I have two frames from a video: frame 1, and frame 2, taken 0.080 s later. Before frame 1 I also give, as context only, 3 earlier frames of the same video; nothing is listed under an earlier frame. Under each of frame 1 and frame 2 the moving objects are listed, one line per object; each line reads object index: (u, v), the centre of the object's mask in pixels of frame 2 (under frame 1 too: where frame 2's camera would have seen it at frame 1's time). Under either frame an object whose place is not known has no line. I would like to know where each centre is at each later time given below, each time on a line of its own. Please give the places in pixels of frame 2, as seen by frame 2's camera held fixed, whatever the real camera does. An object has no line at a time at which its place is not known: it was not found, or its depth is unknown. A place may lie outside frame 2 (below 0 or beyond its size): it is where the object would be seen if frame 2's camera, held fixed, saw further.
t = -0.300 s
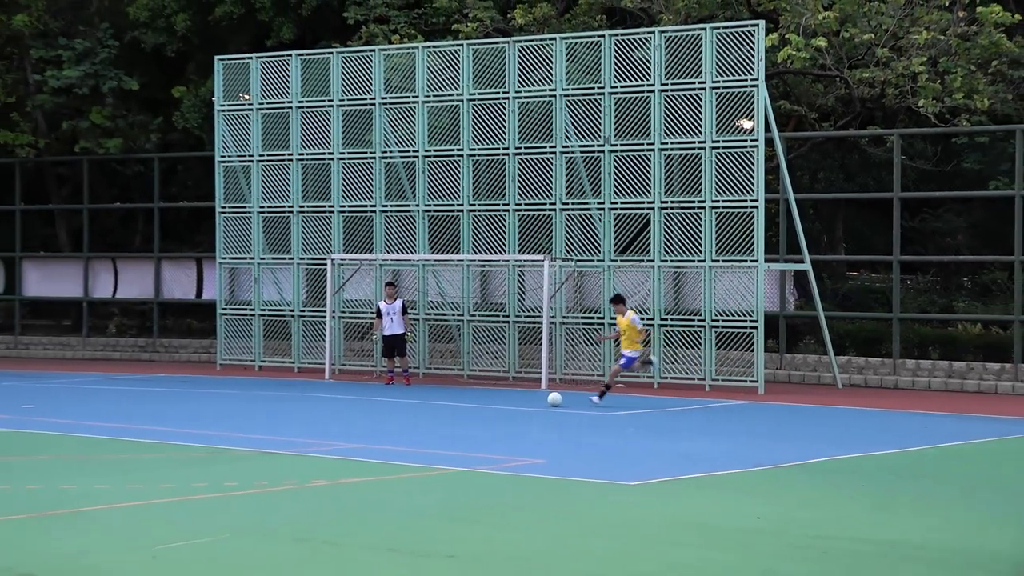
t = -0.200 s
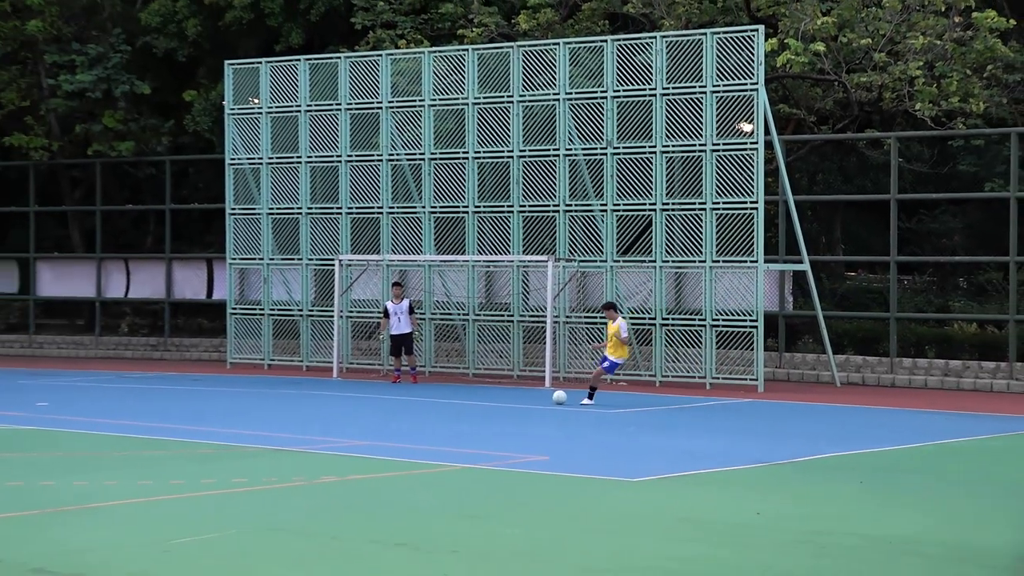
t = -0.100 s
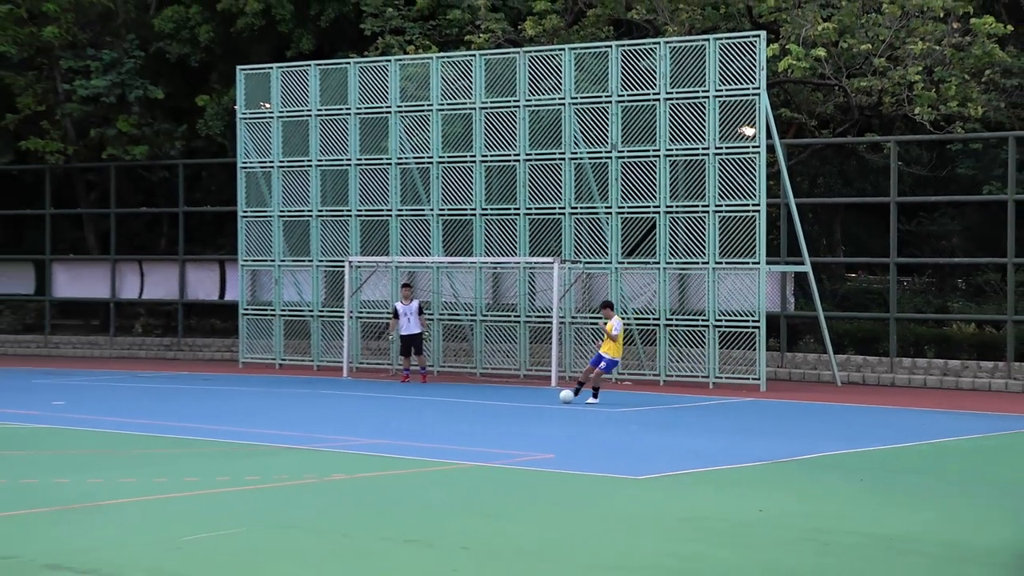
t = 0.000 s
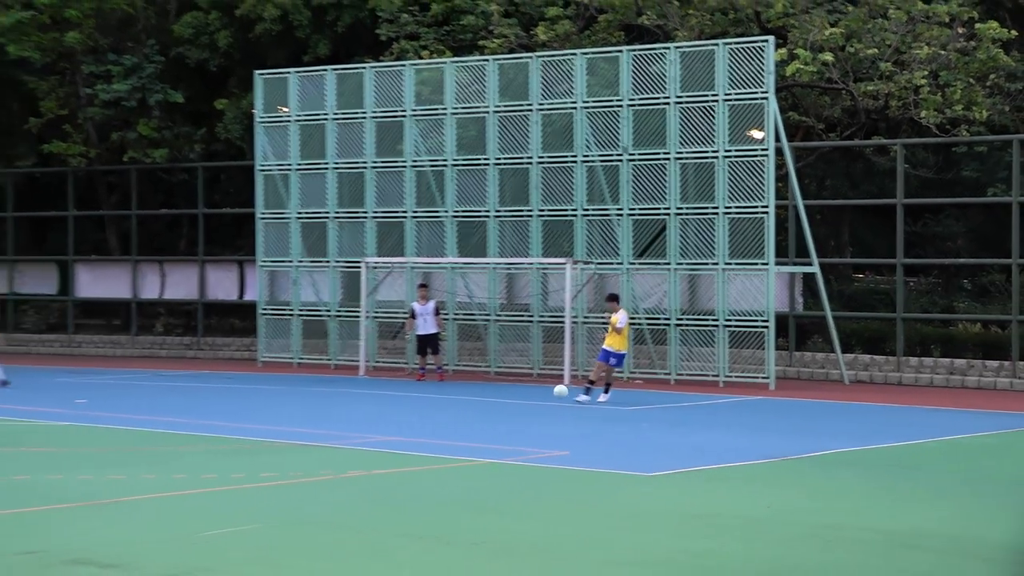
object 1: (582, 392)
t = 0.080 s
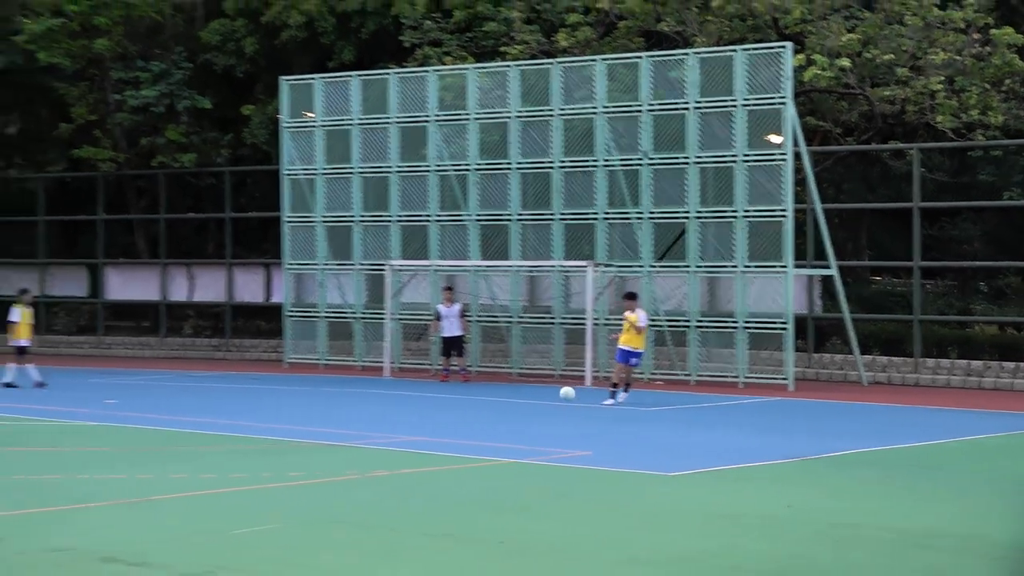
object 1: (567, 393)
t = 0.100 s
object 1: (563, 394)
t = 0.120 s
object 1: (559, 395)
